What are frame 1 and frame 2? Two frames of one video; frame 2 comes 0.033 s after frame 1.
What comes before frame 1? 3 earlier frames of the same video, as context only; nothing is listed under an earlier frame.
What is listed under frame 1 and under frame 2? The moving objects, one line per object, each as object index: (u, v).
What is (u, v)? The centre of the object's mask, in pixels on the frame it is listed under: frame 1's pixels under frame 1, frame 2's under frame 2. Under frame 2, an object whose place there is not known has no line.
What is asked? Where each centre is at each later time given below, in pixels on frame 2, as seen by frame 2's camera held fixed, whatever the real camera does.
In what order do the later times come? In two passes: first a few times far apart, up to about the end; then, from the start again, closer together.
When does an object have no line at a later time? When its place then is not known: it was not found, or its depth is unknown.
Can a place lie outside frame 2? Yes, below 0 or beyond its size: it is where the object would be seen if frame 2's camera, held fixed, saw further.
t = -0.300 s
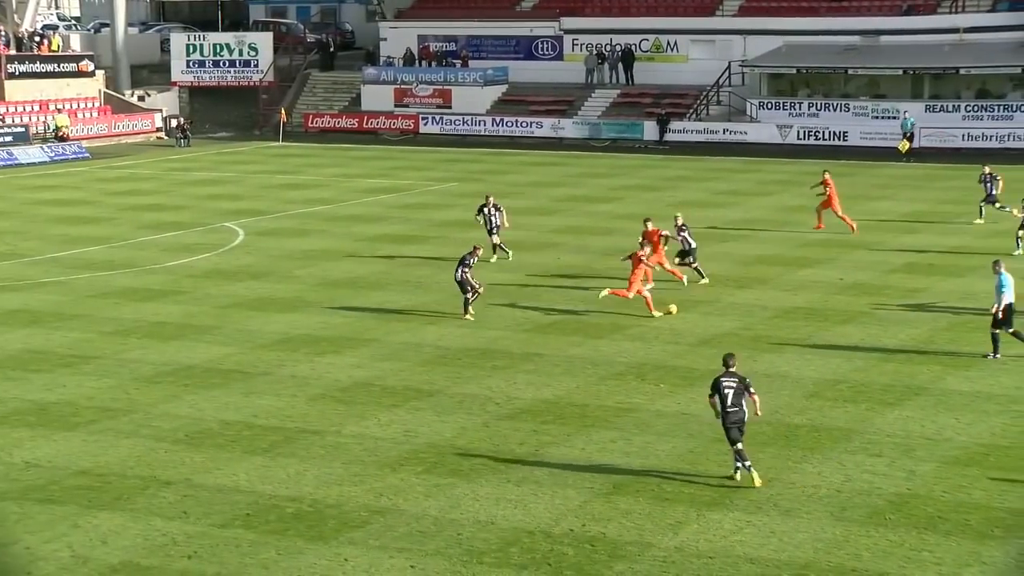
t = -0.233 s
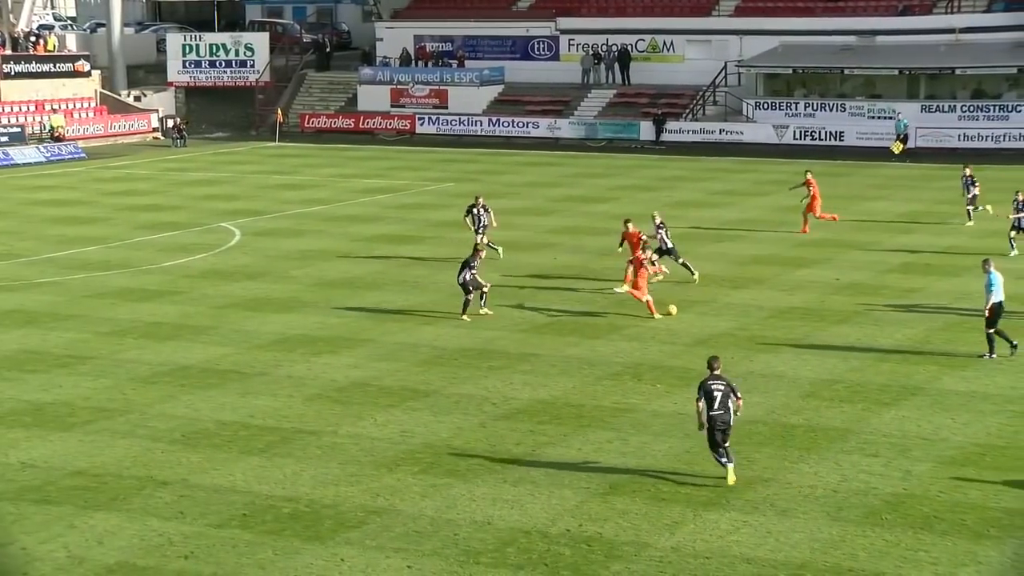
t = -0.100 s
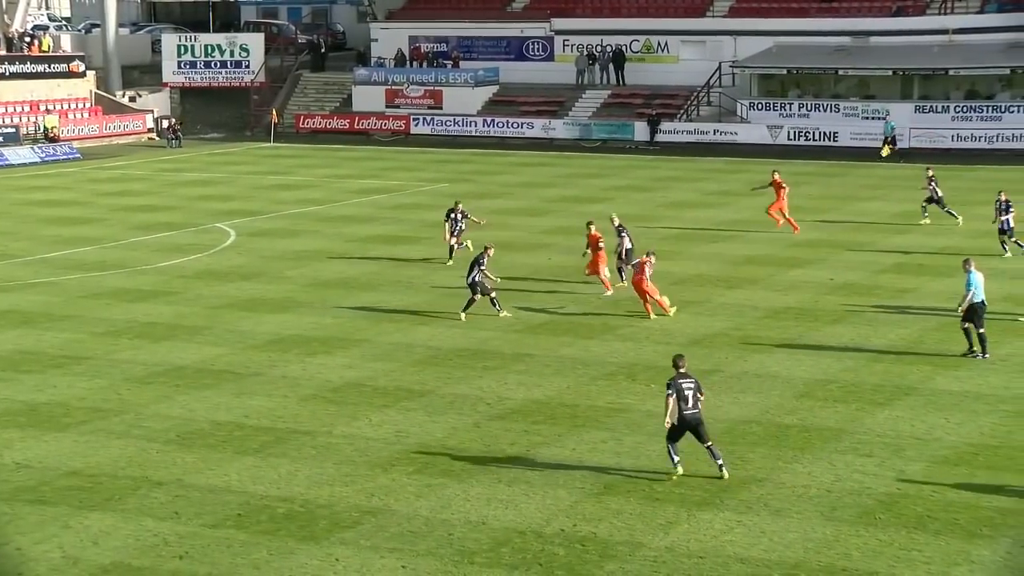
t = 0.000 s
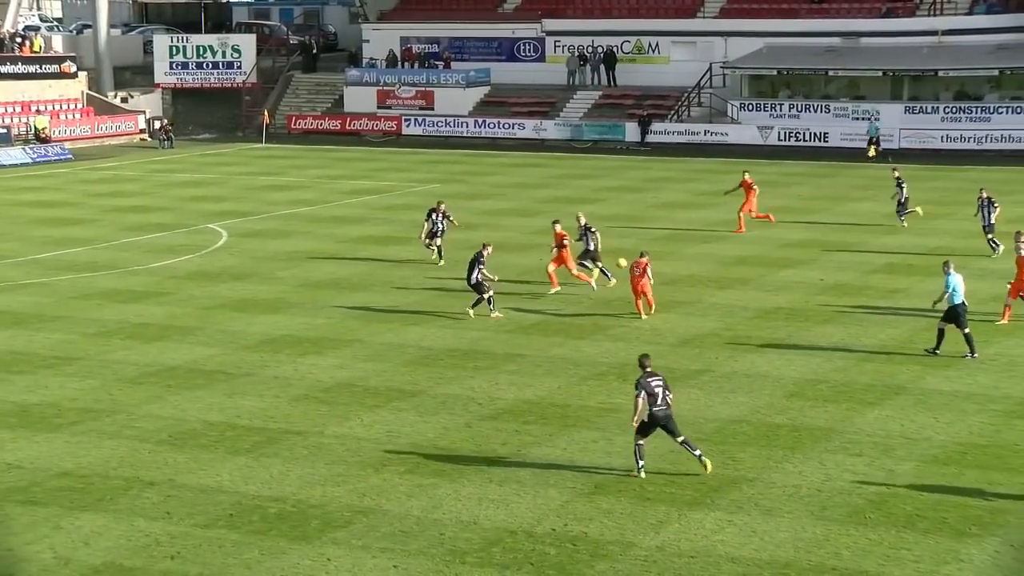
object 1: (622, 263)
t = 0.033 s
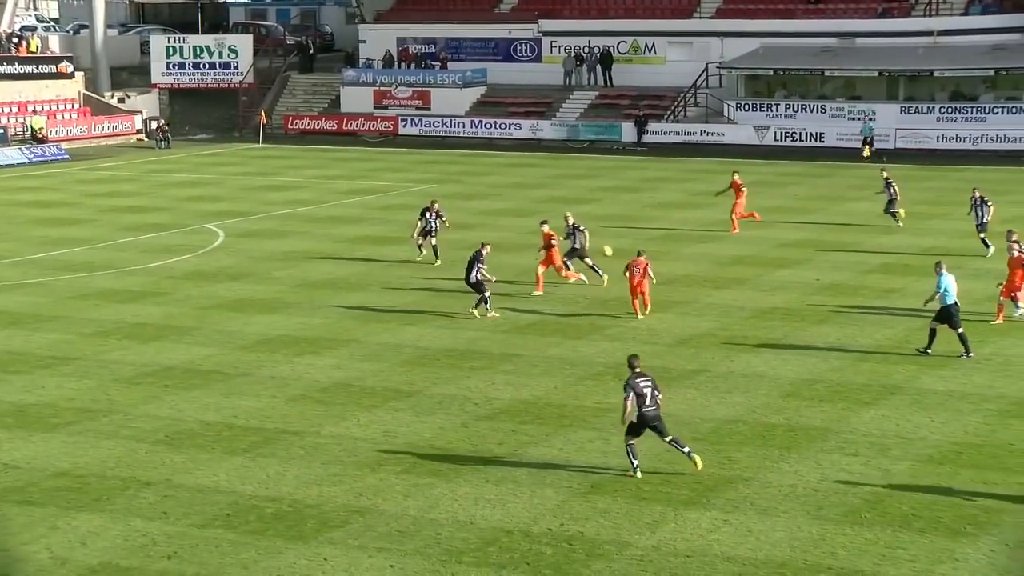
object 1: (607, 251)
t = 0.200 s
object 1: (554, 204)
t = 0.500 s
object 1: (471, 160)
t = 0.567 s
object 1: (454, 155)
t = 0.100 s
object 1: (585, 230)
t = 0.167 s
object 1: (564, 212)
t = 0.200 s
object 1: (554, 204)
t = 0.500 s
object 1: (471, 160)
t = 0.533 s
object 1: (462, 157)
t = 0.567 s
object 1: (454, 155)
